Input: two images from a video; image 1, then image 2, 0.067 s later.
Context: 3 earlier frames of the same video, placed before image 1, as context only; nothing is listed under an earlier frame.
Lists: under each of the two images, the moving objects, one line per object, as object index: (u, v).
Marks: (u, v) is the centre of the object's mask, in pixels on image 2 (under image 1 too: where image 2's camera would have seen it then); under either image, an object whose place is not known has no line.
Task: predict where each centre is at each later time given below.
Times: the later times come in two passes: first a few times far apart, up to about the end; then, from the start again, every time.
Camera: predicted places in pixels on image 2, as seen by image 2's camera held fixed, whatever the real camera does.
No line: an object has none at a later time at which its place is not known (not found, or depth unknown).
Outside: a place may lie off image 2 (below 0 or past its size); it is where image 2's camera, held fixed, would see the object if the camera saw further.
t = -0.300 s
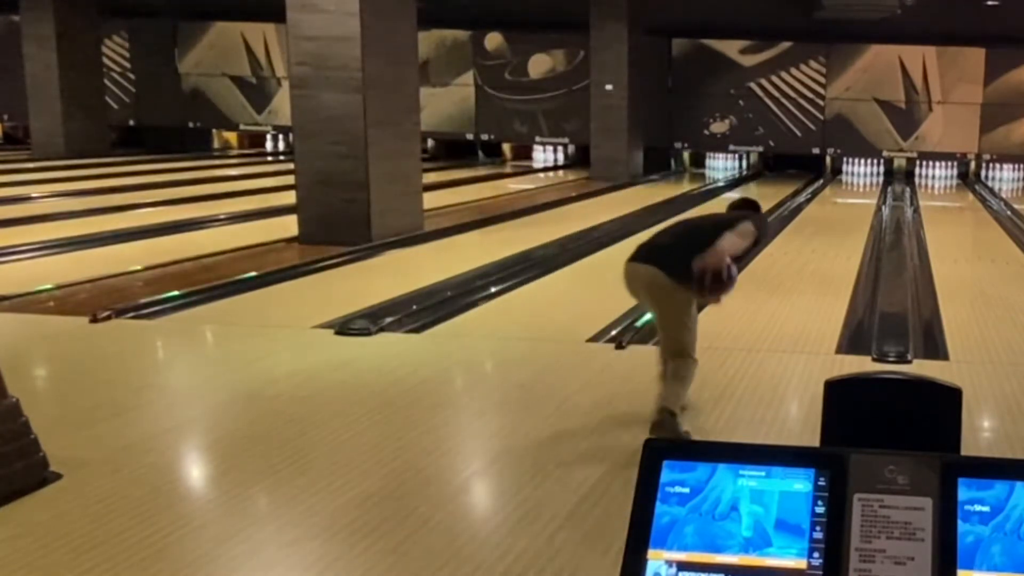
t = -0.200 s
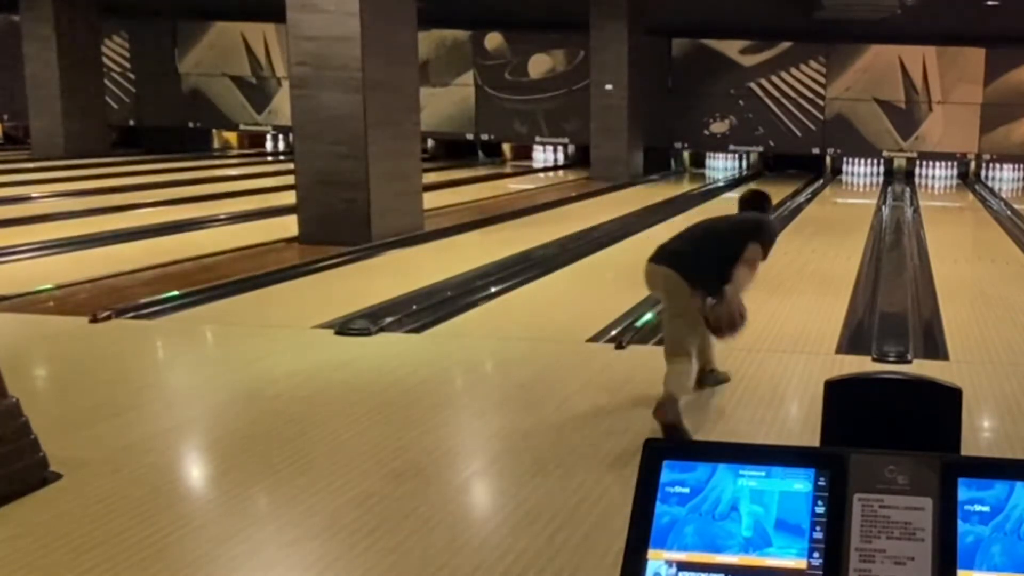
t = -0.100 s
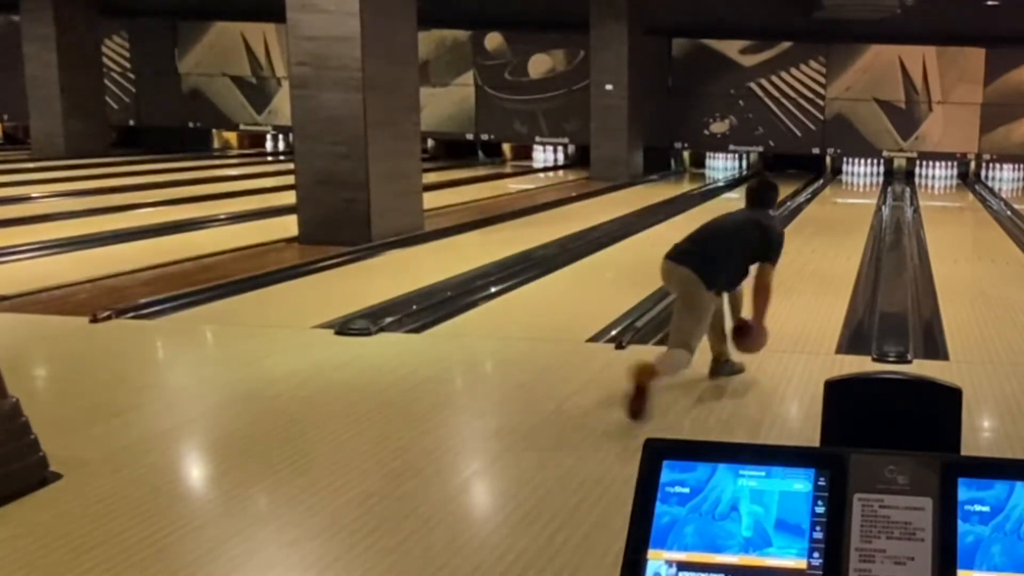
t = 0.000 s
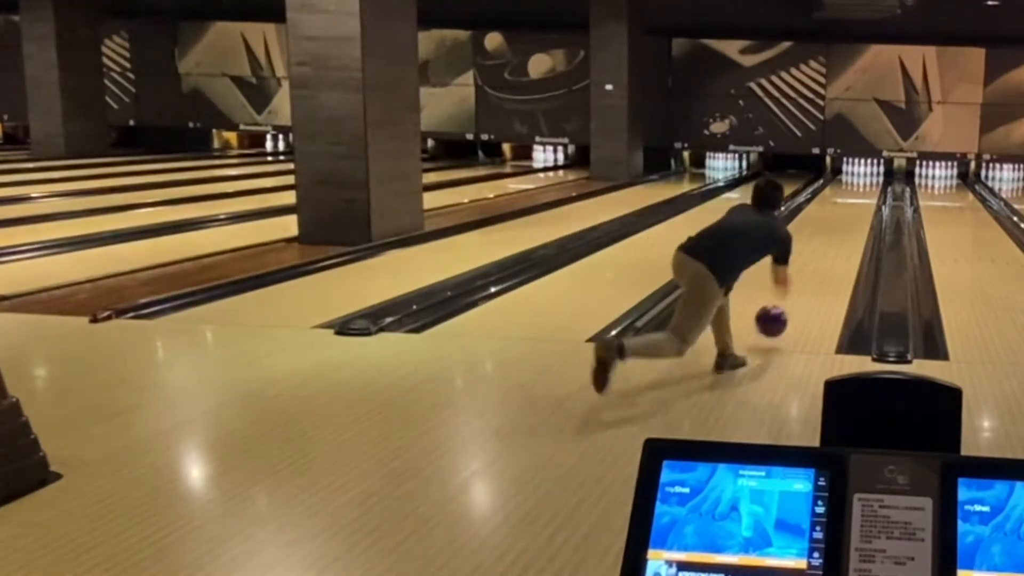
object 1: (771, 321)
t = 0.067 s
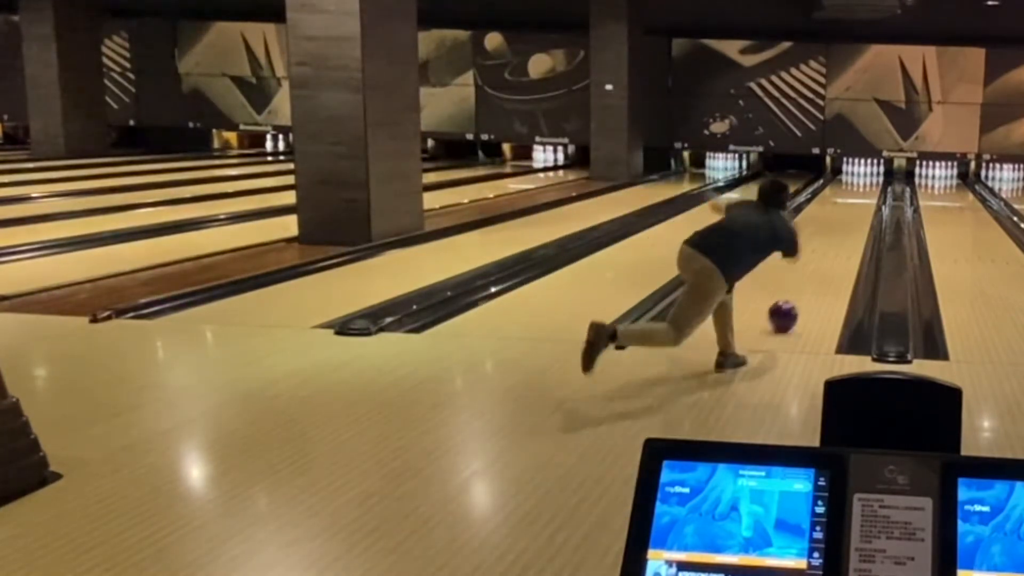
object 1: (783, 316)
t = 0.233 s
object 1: (806, 285)
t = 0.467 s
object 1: (828, 256)
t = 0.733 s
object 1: (844, 231)
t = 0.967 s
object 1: (854, 217)
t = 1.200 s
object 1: (861, 205)
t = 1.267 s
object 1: (862, 203)
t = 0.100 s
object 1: (788, 308)
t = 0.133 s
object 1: (793, 302)
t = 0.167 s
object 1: (797, 296)
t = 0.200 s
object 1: (802, 290)
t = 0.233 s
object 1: (806, 285)
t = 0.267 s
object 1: (810, 280)
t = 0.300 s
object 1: (813, 275)
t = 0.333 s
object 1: (816, 270)
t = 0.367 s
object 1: (819, 266)
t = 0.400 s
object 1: (822, 262)
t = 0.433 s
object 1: (825, 259)
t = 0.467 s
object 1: (828, 256)
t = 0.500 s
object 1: (833, 255)
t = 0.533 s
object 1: (833, 248)
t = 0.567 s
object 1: (835, 245)
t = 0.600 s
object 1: (837, 242)
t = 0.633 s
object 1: (839, 239)
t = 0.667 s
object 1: (840, 237)
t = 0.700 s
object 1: (842, 234)
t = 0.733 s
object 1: (844, 231)
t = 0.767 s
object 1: (845, 229)
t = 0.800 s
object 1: (847, 227)
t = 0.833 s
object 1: (848, 225)
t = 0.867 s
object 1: (850, 223)
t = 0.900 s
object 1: (851, 221)
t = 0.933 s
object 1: (852, 219)
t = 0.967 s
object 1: (854, 217)
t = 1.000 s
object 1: (855, 215)
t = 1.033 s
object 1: (856, 213)
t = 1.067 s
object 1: (857, 211)
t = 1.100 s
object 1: (858, 210)
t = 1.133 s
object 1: (859, 209)
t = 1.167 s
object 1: (860, 206)
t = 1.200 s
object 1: (861, 205)
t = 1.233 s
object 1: (862, 204)
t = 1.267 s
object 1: (862, 203)
